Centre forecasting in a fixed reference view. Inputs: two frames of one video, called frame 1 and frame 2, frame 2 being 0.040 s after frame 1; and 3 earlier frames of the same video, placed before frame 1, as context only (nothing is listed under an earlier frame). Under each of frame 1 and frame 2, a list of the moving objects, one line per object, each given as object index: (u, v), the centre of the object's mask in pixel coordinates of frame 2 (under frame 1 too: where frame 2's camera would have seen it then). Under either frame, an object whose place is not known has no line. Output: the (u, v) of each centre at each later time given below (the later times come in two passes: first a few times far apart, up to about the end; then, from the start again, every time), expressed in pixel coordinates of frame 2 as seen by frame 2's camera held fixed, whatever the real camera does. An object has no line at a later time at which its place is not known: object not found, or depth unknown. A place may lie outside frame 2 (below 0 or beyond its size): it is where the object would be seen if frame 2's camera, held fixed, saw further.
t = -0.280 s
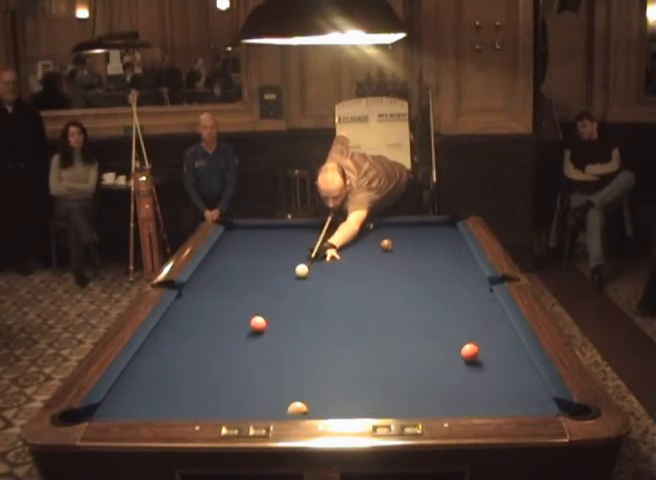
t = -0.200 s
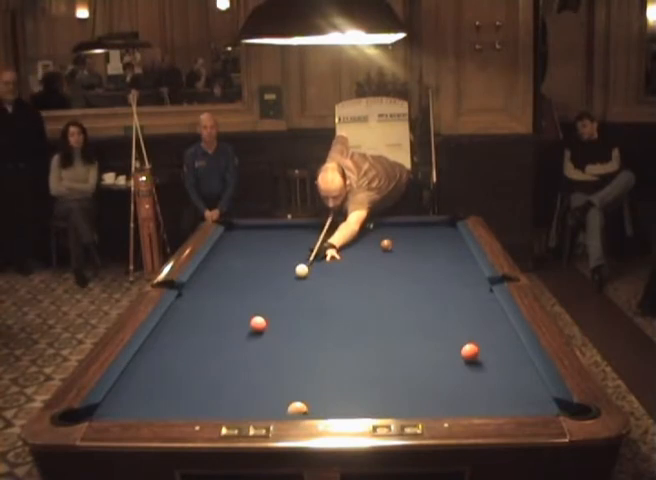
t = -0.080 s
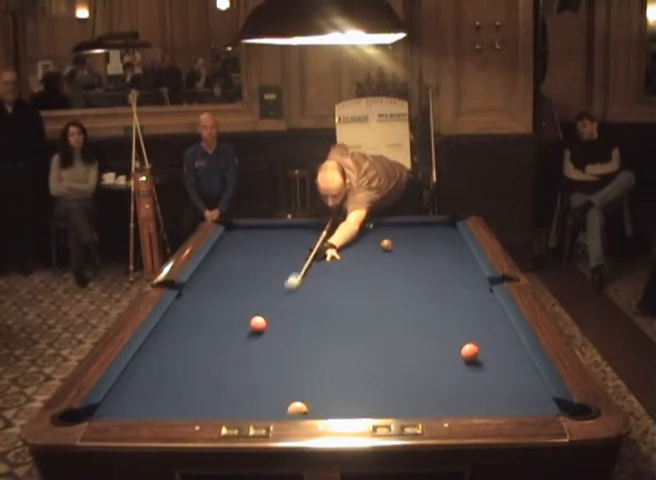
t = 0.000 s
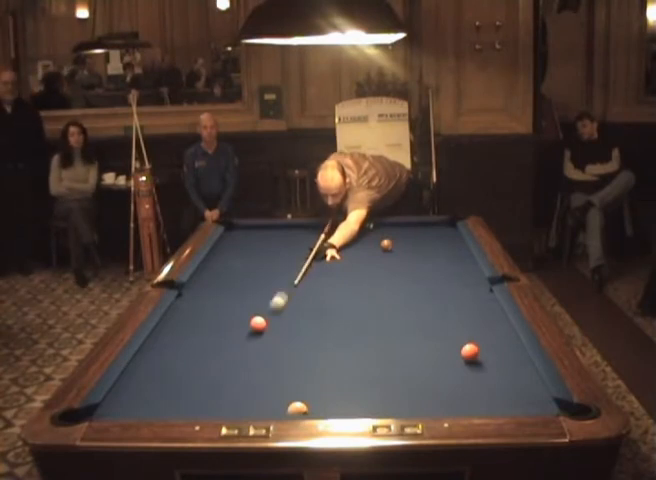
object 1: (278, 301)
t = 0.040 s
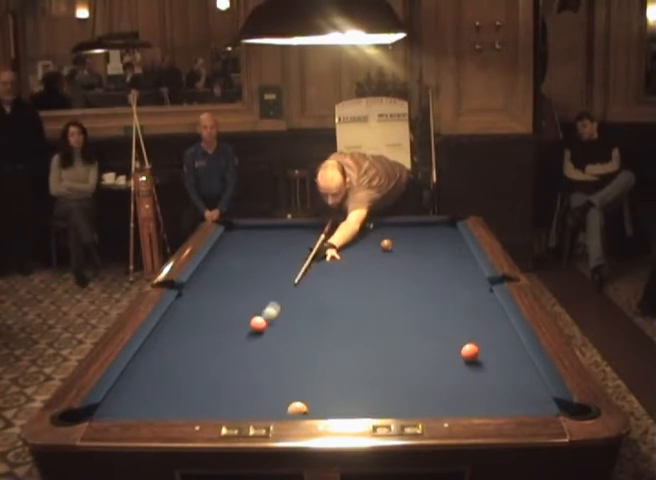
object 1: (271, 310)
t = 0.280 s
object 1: (306, 323)
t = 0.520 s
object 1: (345, 323)
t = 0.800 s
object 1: (389, 323)
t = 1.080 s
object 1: (431, 323)
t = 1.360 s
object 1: (472, 322)
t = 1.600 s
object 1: (500, 321)
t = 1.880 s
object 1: (481, 319)
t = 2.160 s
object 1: (465, 317)
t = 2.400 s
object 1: (452, 316)
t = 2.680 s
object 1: (439, 314)
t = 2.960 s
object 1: (427, 313)
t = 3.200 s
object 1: (419, 312)
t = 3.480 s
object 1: (411, 311)
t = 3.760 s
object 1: (404, 310)
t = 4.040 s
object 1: (398, 309)
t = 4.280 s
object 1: (395, 308)
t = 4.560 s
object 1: (392, 308)
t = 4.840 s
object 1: (390, 307)
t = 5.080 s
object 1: (390, 307)
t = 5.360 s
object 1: (390, 307)
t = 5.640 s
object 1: (390, 307)
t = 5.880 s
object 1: (390, 307)
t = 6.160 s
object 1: (390, 307)
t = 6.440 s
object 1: (390, 307)
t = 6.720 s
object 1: (390, 307)
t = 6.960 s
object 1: (390, 307)
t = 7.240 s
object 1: (390, 307)
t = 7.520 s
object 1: (390, 307)
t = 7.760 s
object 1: (390, 307)
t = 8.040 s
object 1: (390, 307)
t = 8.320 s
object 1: (390, 307)
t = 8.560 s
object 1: (390, 307)
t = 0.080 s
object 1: (270, 320)
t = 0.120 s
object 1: (277, 321)
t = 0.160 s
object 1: (285, 322)
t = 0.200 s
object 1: (292, 323)
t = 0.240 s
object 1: (300, 323)
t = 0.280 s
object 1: (306, 323)
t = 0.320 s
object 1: (313, 323)
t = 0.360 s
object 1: (319, 323)
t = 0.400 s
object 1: (326, 323)
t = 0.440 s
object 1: (332, 323)
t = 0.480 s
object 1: (339, 323)
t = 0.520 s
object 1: (345, 323)
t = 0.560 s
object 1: (352, 323)
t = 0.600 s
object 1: (358, 323)
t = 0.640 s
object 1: (364, 323)
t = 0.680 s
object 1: (370, 323)
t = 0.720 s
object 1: (377, 323)
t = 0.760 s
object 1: (383, 323)
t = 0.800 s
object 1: (389, 323)
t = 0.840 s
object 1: (395, 323)
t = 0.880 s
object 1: (402, 323)
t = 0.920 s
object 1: (407, 323)
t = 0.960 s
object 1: (413, 323)
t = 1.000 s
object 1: (419, 323)
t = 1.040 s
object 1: (426, 323)
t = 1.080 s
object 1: (431, 323)
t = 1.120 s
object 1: (437, 323)
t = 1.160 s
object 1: (443, 323)
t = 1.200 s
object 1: (449, 323)
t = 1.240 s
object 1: (455, 323)
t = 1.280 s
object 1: (460, 322)
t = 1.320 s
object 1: (466, 321)
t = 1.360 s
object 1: (472, 322)
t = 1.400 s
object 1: (477, 322)
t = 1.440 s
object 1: (483, 322)
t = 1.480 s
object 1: (489, 322)
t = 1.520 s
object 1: (494, 322)
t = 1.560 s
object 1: (499, 321)
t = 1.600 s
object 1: (500, 321)
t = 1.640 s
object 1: (497, 321)
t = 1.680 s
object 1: (494, 321)
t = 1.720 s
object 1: (492, 321)
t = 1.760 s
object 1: (489, 320)
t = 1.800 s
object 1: (486, 320)
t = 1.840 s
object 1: (484, 320)
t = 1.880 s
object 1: (481, 319)
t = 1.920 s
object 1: (479, 319)
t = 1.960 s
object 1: (476, 319)
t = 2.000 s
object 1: (474, 319)
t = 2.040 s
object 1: (472, 318)
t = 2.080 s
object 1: (469, 318)
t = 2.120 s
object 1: (467, 318)
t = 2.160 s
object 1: (465, 317)
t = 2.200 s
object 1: (463, 317)
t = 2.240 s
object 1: (460, 317)
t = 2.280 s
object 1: (458, 317)
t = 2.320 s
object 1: (456, 316)
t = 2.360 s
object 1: (454, 316)
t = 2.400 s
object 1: (452, 316)
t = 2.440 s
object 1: (450, 316)
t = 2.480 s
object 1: (448, 316)
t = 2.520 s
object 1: (446, 315)
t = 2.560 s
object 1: (444, 315)
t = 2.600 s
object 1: (442, 315)
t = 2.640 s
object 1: (440, 315)
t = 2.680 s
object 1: (439, 314)
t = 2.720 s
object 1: (437, 314)
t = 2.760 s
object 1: (435, 314)
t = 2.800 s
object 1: (434, 314)
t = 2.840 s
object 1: (432, 314)
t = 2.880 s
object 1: (430, 314)
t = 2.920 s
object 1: (429, 313)
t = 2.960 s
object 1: (427, 313)
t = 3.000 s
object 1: (426, 313)
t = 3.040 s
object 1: (424, 313)
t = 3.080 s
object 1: (423, 312)
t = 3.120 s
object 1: (422, 312)
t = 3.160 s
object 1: (420, 312)
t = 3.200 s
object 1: (419, 312)
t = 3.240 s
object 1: (417, 312)
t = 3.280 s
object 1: (416, 312)
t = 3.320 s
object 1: (415, 311)
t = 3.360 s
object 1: (414, 311)
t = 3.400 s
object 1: (413, 311)
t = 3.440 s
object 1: (412, 311)
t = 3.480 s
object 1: (411, 311)
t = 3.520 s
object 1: (410, 310)
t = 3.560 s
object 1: (408, 310)
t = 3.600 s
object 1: (407, 310)
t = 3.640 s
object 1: (406, 310)
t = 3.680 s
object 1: (406, 310)
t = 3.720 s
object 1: (405, 310)
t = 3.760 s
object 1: (404, 310)
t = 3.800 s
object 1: (403, 309)
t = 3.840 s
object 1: (402, 309)
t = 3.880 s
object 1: (401, 309)
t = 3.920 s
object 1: (401, 309)
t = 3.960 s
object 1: (400, 309)
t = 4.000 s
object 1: (399, 309)
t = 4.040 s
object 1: (398, 309)
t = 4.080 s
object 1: (398, 309)
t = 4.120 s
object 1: (397, 308)
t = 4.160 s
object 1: (397, 308)
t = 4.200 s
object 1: (396, 308)
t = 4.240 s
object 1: (395, 308)
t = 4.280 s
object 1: (395, 308)
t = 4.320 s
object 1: (394, 308)
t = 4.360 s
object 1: (394, 308)
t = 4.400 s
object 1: (393, 308)
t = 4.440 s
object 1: (393, 308)
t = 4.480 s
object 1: (393, 308)
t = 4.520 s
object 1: (392, 308)
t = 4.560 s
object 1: (392, 308)
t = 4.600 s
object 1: (392, 308)
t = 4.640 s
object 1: (391, 308)
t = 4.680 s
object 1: (391, 307)
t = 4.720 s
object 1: (391, 307)
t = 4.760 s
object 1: (391, 307)
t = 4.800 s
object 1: (390, 307)
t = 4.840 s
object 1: (390, 307)
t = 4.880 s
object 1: (390, 307)
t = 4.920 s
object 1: (390, 307)
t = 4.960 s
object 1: (390, 307)
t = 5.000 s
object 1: (390, 307)
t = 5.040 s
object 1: (390, 307)
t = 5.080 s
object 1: (390, 307)
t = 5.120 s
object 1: (390, 307)
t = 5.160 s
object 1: (390, 307)
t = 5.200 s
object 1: (390, 307)
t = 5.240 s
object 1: (390, 307)
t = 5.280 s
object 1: (390, 307)
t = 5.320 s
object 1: (390, 307)
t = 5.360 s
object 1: (390, 307)
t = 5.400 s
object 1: (390, 307)
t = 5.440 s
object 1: (390, 307)
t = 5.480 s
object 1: (390, 307)
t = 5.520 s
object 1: (390, 307)
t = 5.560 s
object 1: (390, 307)
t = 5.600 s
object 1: (390, 307)
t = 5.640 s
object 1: (390, 307)
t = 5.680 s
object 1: (390, 307)
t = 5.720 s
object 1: (390, 307)
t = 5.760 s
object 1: (390, 307)
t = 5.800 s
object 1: (390, 307)
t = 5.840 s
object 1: (390, 307)
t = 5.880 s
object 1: (390, 307)
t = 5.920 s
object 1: (390, 307)
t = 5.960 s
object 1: (390, 307)
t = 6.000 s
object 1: (390, 307)
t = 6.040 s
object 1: (390, 307)
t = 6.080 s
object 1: (390, 307)
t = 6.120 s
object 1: (390, 307)
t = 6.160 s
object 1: (390, 307)
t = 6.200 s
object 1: (390, 307)
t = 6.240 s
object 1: (390, 307)
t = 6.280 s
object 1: (390, 307)
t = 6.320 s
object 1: (390, 307)
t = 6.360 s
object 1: (390, 307)
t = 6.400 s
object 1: (390, 307)
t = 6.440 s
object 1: (390, 307)
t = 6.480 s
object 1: (390, 307)
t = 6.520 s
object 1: (390, 307)
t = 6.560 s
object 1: (390, 307)
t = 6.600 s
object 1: (390, 307)
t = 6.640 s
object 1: (390, 307)
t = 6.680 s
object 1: (390, 307)
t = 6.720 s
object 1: (390, 307)
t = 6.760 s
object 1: (390, 307)
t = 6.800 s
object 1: (390, 307)
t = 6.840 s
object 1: (390, 307)
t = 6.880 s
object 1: (390, 307)
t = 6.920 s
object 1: (390, 307)
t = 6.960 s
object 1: (390, 307)
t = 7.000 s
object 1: (390, 307)
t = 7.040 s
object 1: (390, 307)
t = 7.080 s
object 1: (390, 307)
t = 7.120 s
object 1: (390, 307)
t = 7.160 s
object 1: (390, 307)
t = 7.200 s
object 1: (390, 307)
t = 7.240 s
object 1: (390, 307)
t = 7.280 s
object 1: (390, 307)
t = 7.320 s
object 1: (390, 307)
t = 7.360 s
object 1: (390, 307)
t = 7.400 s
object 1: (390, 307)
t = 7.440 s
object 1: (390, 307)
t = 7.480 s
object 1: (390, 307)
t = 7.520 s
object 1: (390, 307)
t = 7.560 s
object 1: (390, 307)
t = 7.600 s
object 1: (390, 307)
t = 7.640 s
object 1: (390, 307)
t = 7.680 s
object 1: (390, 307)
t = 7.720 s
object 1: (390, 307)
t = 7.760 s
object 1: (390, 307)
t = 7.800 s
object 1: (390, 307)
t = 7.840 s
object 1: (390, 307)
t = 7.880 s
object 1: (390, 307)
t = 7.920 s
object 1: (390, 307)
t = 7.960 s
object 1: (390, 307)
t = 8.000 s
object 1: (390, 307)
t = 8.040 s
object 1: (390, 307)
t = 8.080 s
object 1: (390, 307)
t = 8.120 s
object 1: (390, 307)
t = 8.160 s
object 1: (390, 307)
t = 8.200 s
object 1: (390, 307)
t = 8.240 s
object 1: (390, 307)
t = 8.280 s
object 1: (390, 307)
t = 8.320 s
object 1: (390, 307)
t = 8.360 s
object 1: (390, 307)
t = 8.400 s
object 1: (390, 307)
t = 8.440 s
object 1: (390, 307)
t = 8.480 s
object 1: (390, 307)
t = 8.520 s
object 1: (390, 307)
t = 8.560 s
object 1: (390, 307)
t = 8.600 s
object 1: (390, 307)
